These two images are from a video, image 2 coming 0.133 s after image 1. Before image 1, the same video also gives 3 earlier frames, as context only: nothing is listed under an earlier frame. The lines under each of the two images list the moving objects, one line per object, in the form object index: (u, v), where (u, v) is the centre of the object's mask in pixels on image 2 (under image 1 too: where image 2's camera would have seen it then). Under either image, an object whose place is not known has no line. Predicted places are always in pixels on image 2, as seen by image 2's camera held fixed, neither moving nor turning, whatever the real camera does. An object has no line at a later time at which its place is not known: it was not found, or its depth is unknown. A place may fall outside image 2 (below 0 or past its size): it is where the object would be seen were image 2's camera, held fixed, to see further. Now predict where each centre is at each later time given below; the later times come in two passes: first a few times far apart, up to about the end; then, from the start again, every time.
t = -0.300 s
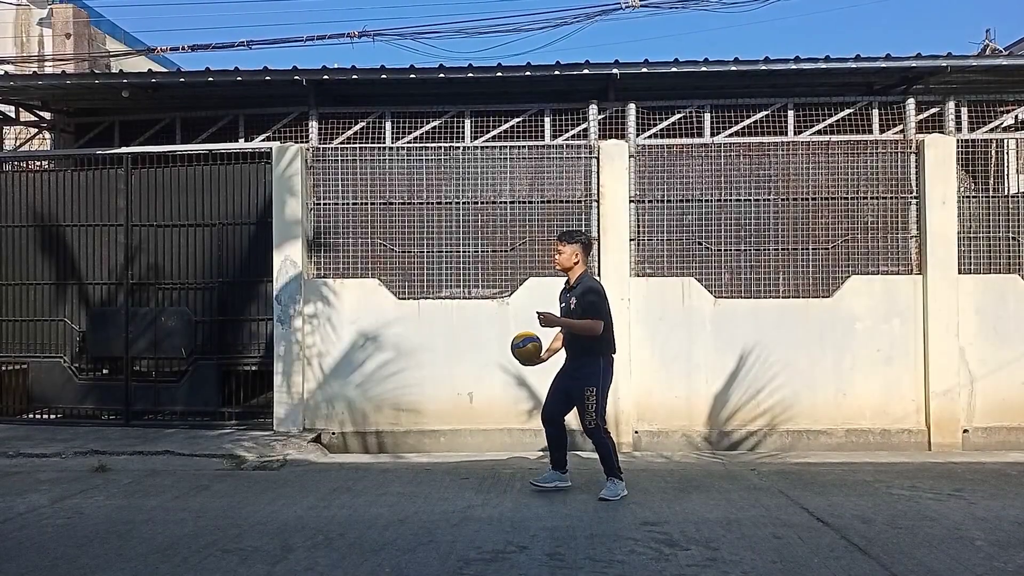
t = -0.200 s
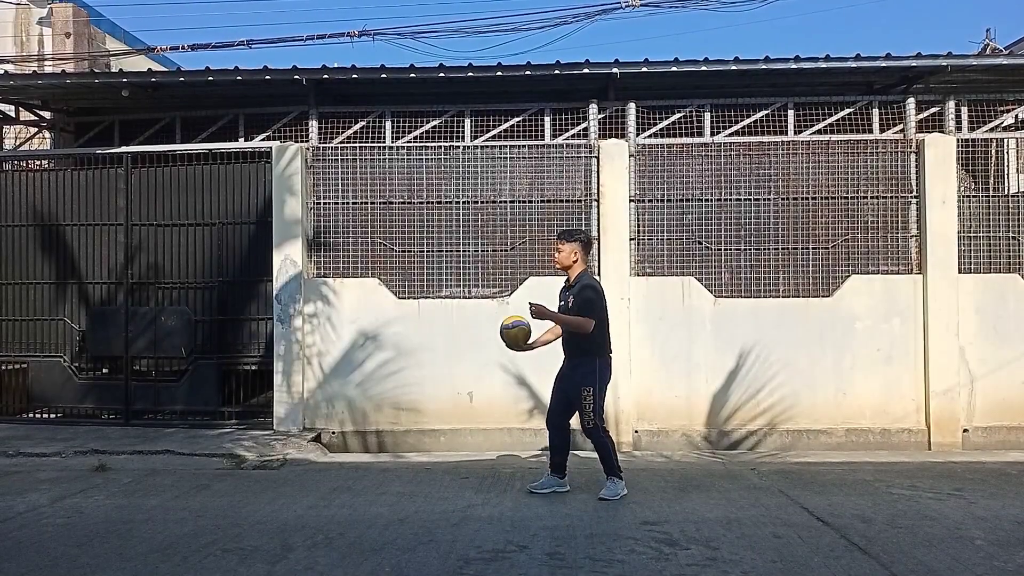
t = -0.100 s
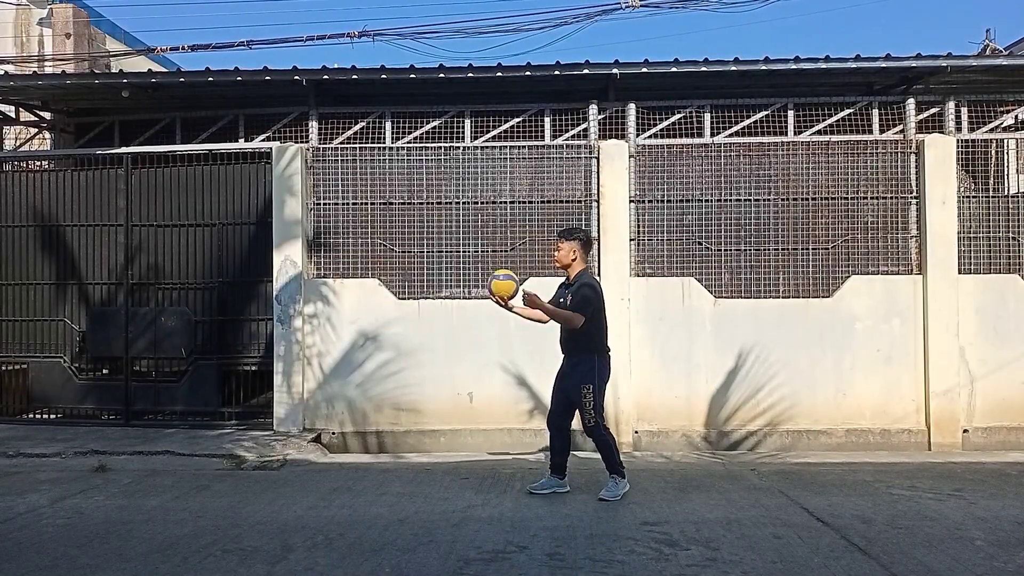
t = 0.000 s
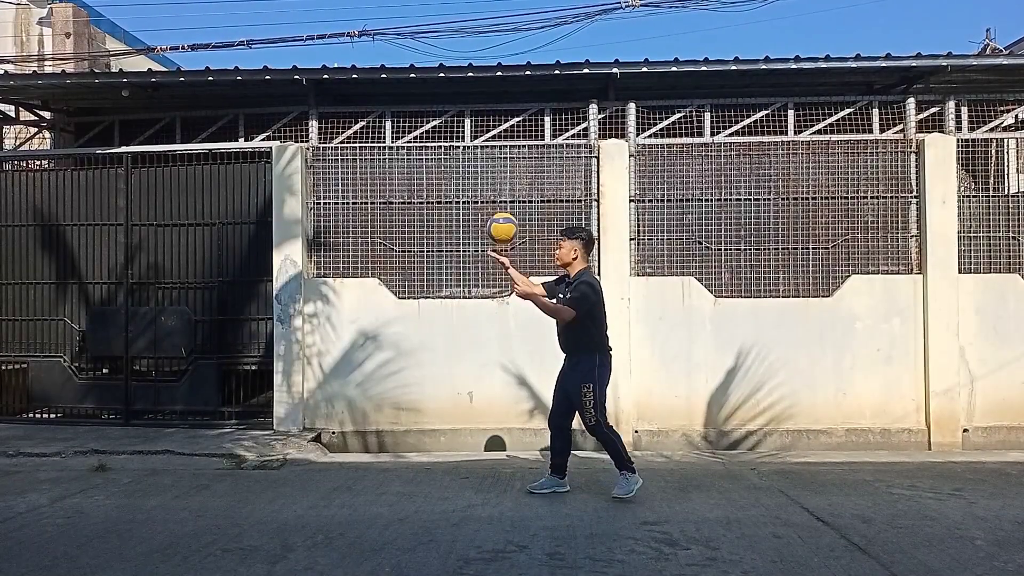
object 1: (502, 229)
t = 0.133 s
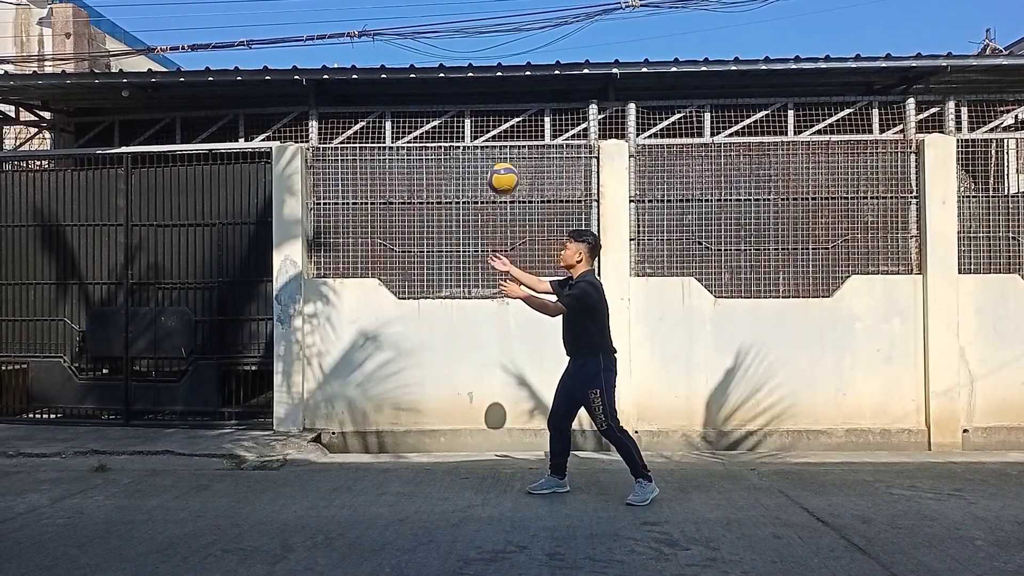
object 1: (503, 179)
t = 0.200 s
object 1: (504, 165)
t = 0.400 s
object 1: (505, 162)
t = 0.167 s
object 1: (503, 171)
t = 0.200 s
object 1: (504, 165)
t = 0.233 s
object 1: (504, 160)
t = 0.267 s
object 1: (504, 158)
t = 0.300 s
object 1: (504, 156)
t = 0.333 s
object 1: (505, 157)
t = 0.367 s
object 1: (505, 159)
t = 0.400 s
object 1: (505, 162)
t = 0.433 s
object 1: (506, 168)
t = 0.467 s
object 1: (507, 176)
